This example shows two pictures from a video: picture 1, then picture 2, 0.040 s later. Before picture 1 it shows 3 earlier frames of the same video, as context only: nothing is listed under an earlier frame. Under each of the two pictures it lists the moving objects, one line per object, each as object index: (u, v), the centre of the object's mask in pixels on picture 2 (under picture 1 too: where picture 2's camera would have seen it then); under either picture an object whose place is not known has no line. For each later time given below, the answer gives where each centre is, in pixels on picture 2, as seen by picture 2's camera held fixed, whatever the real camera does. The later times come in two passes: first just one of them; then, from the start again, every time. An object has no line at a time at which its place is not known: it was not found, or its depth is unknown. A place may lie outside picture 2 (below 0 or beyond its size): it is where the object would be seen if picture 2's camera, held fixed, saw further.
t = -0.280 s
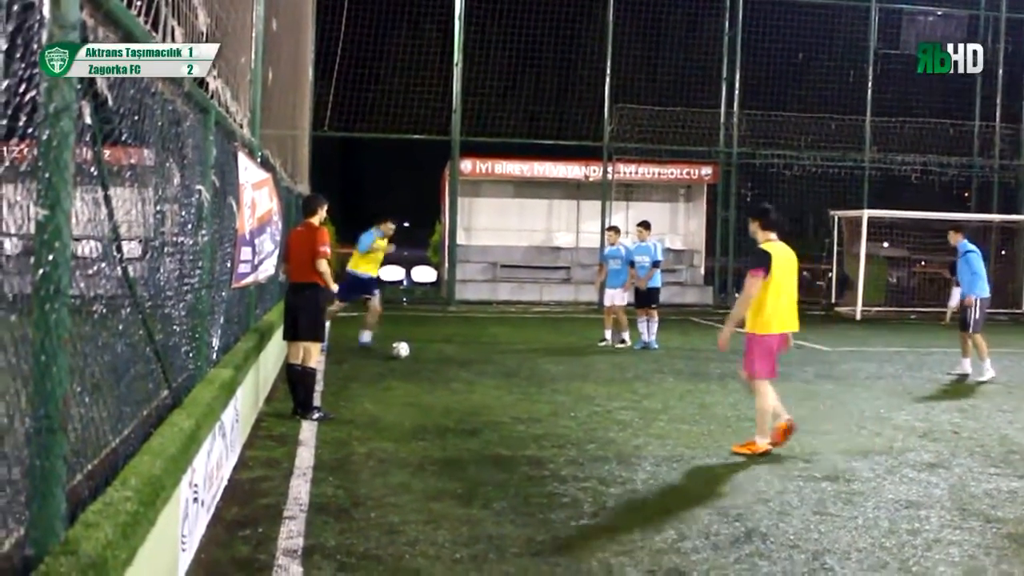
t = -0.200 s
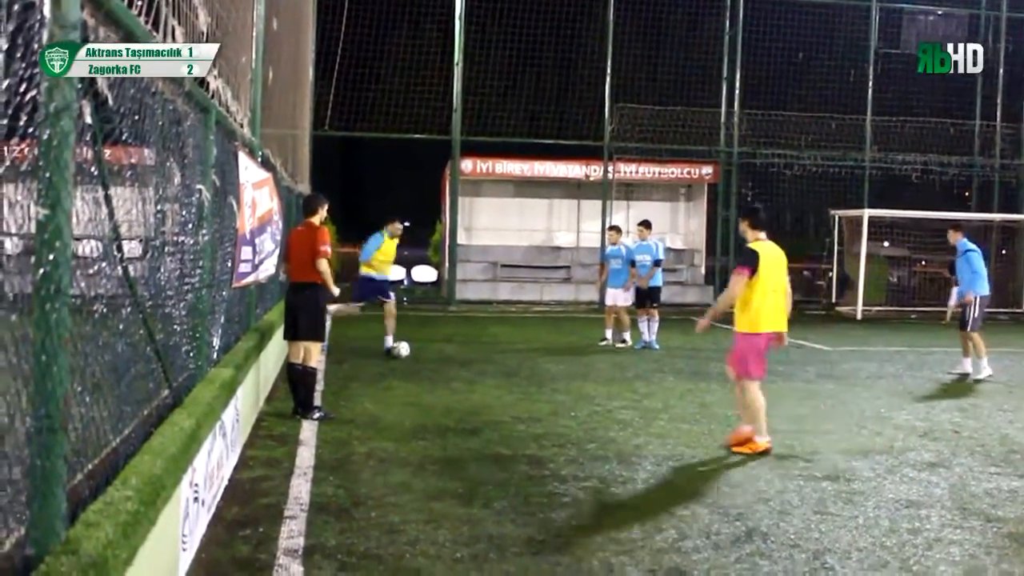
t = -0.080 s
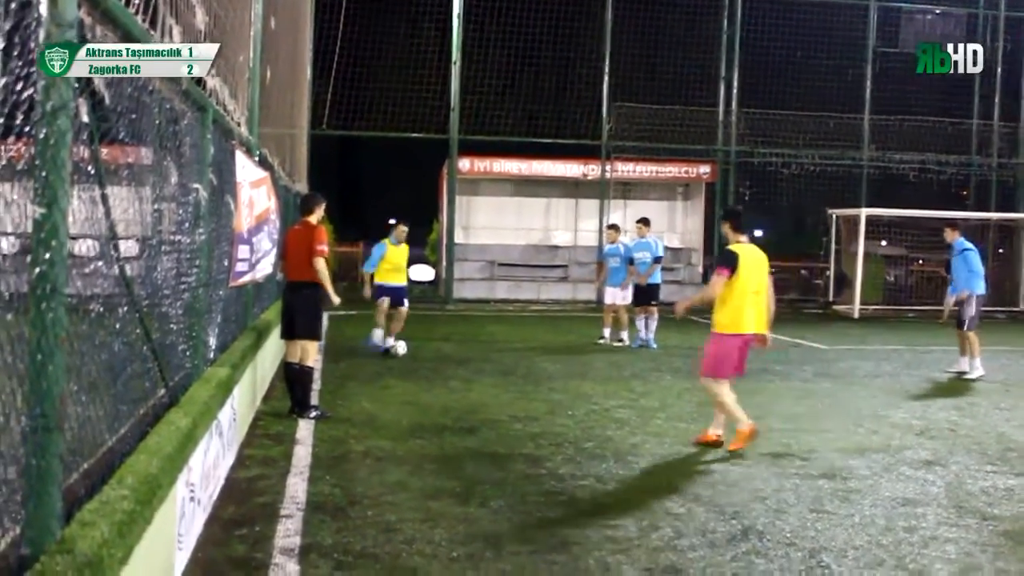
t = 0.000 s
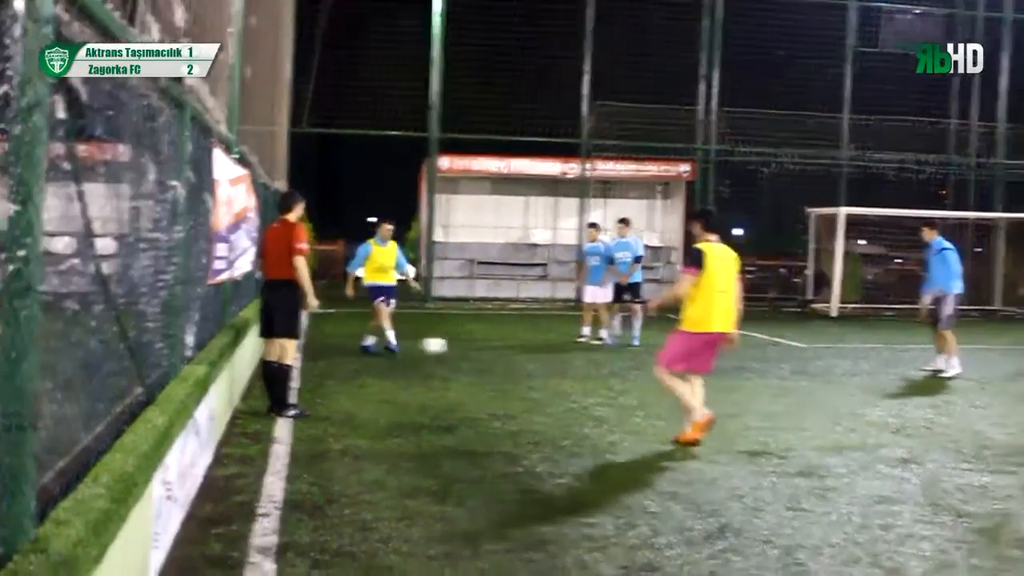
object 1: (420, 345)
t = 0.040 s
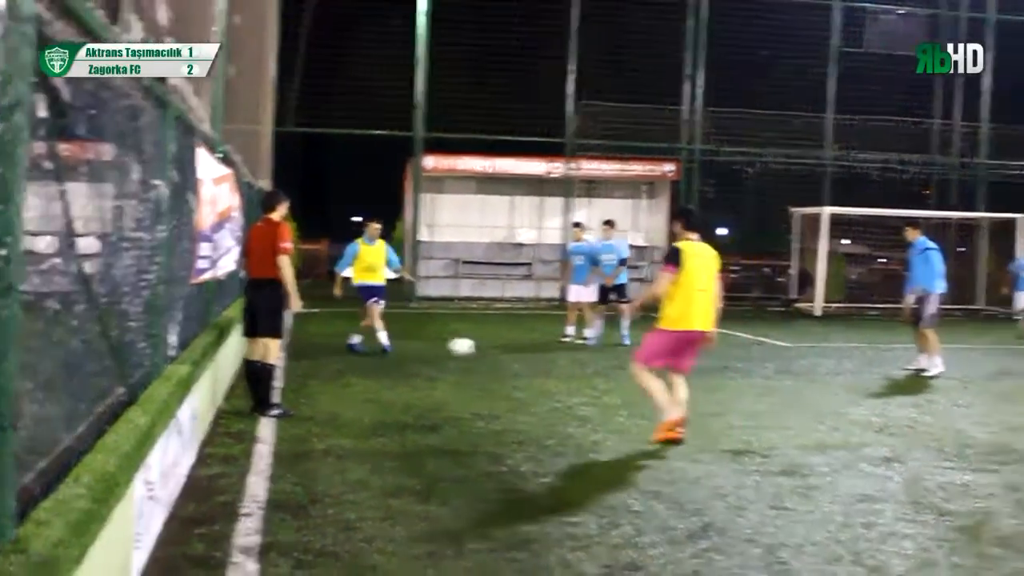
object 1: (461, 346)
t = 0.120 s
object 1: (550, 352)
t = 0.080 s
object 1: (504, 349)
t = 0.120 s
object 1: (550, 352)
